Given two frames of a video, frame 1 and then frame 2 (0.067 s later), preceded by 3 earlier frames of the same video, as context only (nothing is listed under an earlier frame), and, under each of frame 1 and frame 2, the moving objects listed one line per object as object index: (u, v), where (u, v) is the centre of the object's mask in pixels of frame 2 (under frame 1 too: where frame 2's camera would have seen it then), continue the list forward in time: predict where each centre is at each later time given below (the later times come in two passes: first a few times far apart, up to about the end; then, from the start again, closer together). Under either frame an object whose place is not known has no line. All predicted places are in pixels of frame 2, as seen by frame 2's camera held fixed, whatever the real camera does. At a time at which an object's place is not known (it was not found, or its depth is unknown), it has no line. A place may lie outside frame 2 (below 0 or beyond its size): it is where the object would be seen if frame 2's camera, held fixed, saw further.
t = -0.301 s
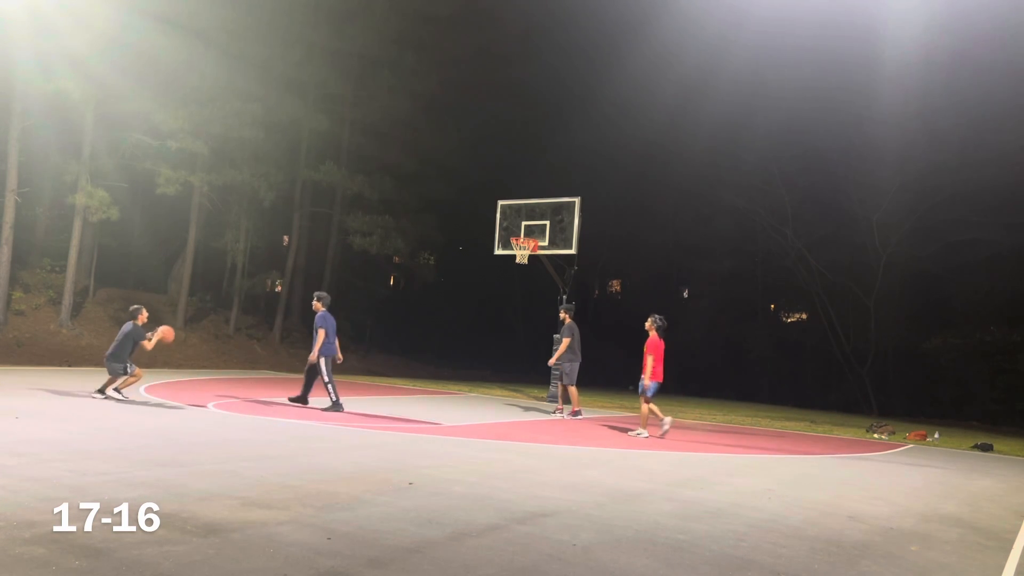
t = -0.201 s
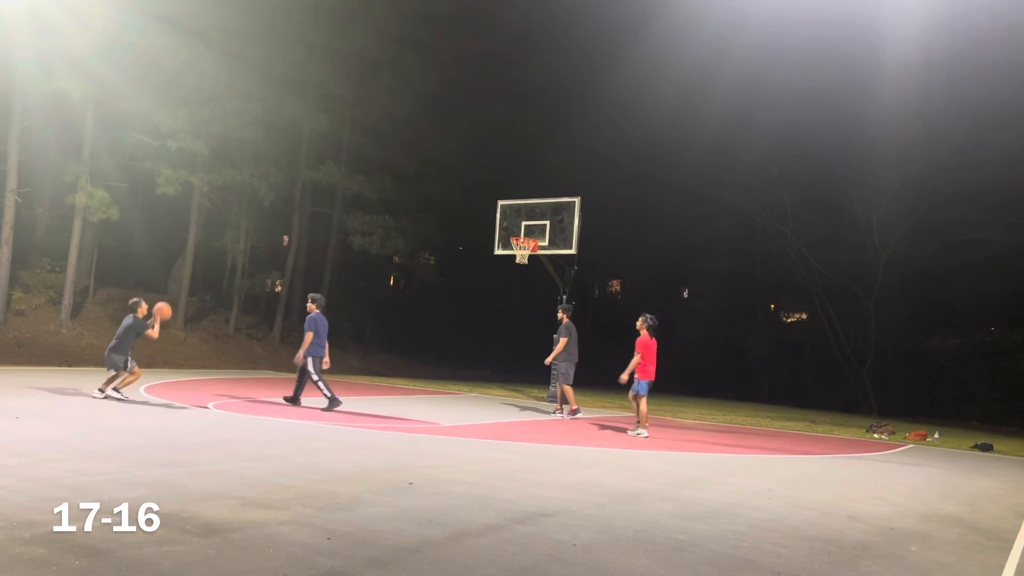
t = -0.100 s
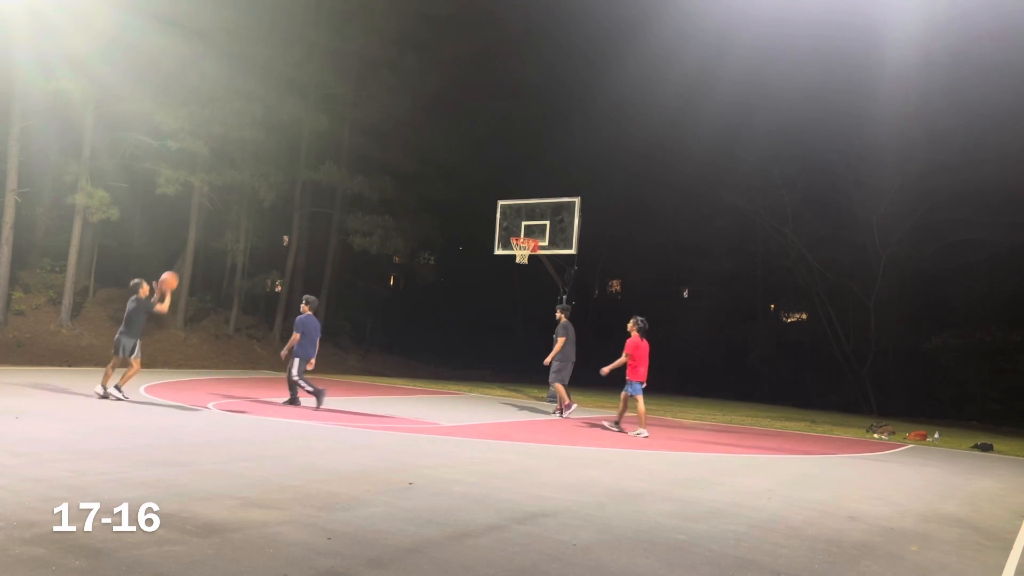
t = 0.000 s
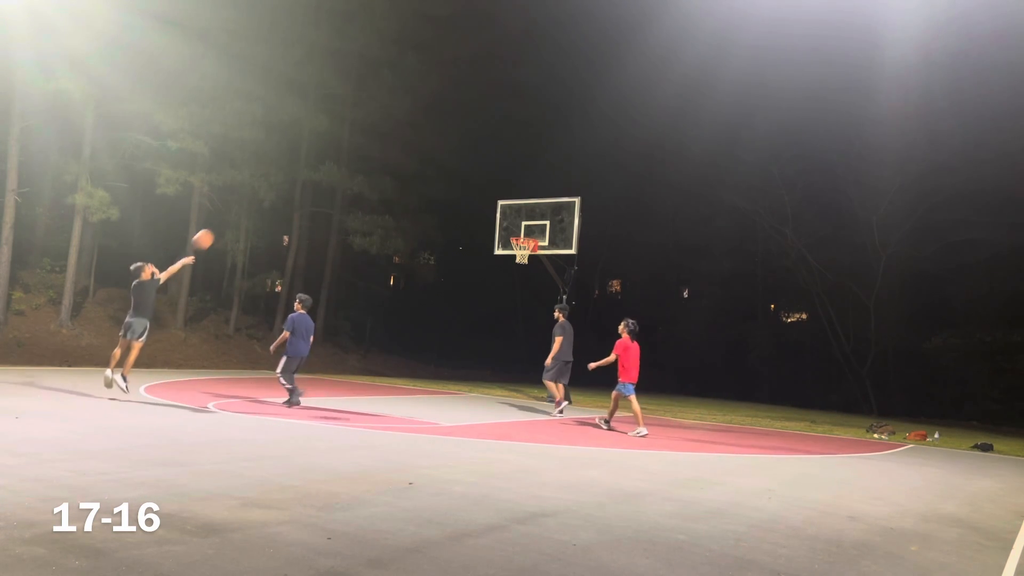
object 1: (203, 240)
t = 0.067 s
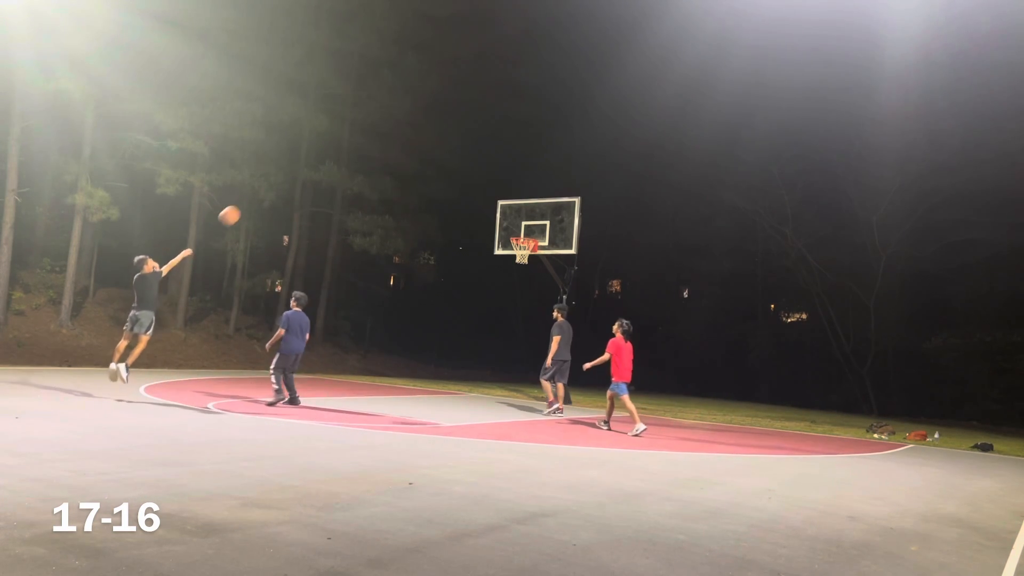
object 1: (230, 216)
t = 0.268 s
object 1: (301, 166)
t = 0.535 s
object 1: (380, 146)
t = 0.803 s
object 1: (445, 167)
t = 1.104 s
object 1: (503, 232)
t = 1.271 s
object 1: (469, 253)
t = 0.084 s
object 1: (236, 210)
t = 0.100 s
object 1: (242, 205)
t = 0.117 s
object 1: (248, 200)
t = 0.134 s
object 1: (255, 196)
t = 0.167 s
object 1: (267, 187)
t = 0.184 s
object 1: (273, 183)
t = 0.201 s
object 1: (278, 179)
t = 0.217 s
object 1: (284, 176)
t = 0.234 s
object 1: (290, 172)
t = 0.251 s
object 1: (295, 169)
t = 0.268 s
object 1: (301, 166)
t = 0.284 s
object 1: (306, 163)
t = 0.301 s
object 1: (312, 161)
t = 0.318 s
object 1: (317, 159)
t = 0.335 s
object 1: (322, 156)
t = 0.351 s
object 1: (327, 154)
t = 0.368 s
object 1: (333, 153)
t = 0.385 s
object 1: (338, 151)
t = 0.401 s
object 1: (343, 150)
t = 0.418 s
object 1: (348, 149)
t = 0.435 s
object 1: (352, 148)
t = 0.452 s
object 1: (357, 147)
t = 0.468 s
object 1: (362, 146)
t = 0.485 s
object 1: (366, 146)
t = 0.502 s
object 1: (371, 146)
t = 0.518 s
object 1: (375, 145)
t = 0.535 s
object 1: (380, 146)
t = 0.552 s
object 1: (385, 146)
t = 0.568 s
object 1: (389, 146)
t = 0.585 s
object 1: (393, 147)
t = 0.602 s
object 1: (397, 147)
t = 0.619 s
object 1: (401, 148)
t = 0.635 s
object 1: (406, 149)
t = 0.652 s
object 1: (410, 150)
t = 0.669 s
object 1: (414, 151)
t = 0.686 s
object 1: (418, 153)
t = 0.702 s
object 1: (422, 155)
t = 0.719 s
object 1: (426, 156)
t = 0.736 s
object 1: (429, 158)
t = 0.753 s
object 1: (433, 160)
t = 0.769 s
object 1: (437, 162)
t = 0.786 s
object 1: (441, 165)
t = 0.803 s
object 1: (445, 167)
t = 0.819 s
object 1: (448, 169)
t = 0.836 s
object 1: (452, 172)
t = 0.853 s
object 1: (455, 175)
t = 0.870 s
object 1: (459, 178)
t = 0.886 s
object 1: (462, 181)
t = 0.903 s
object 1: (466, 184)
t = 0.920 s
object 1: (469, 188)
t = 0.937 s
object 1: (472, 191)
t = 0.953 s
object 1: (476, 195)
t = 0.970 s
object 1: (479, 199)
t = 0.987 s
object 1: (482, 202)
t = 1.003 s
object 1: (485, 206)
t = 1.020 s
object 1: (488, 210)
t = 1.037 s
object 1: (491, 214)
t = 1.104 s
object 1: (503, 232)
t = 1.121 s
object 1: (505, 237)
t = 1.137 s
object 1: (504, 238)
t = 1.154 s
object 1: (499, 240)
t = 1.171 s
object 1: (495, 241)
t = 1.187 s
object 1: (490, 243)
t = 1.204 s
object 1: (486, 245)
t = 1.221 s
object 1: (482, 247)
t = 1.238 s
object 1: (477, 248)
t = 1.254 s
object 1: (473, 251)
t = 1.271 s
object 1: (469, 253)
